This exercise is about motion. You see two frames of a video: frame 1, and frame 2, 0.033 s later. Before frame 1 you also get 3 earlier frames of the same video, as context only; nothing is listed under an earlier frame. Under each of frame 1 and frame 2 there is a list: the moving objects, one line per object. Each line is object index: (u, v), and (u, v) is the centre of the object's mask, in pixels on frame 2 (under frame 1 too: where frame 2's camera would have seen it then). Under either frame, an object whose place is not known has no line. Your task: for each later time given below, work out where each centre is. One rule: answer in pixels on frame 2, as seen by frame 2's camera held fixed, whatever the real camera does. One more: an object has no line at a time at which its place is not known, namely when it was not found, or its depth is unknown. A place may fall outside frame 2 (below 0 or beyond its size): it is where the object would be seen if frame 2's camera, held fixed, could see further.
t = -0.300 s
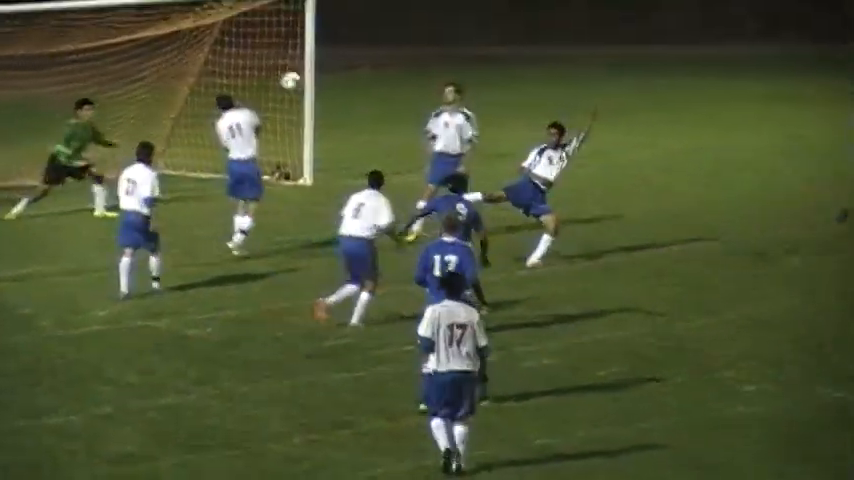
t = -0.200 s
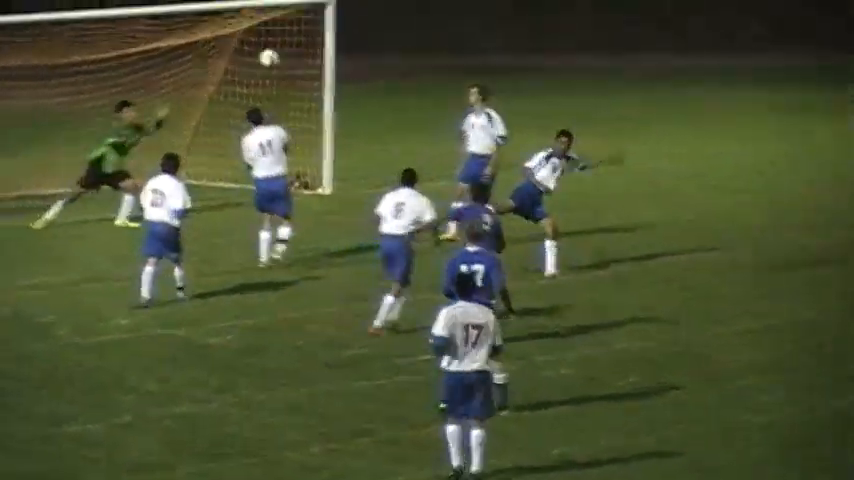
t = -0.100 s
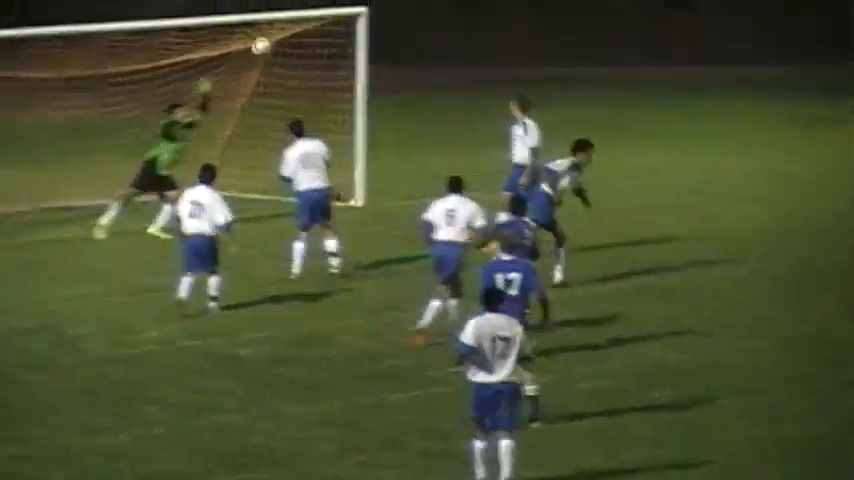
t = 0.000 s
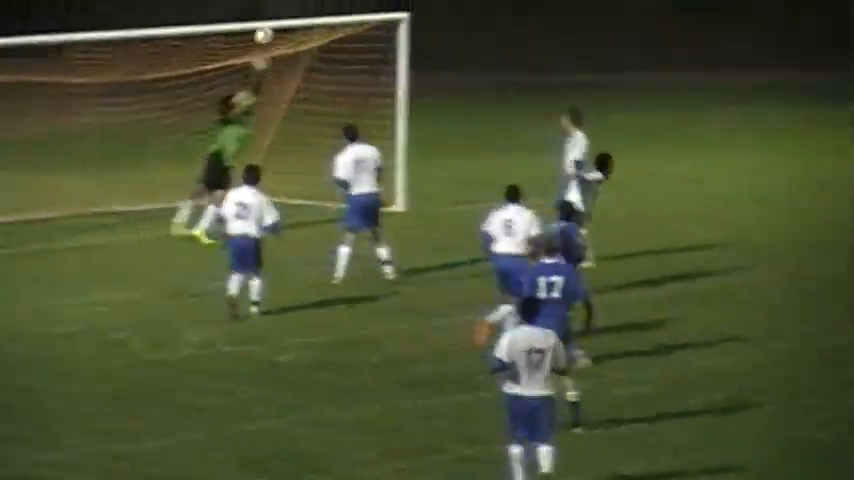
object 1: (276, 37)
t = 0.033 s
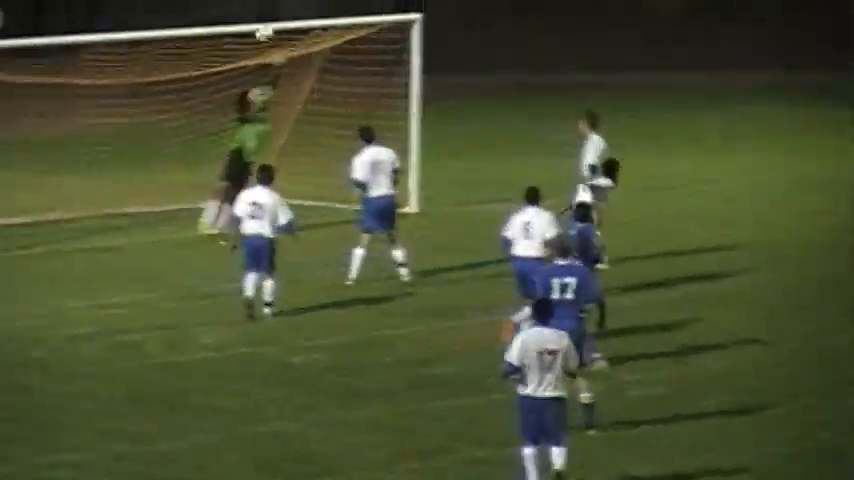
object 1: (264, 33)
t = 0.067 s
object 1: (252, 29)
